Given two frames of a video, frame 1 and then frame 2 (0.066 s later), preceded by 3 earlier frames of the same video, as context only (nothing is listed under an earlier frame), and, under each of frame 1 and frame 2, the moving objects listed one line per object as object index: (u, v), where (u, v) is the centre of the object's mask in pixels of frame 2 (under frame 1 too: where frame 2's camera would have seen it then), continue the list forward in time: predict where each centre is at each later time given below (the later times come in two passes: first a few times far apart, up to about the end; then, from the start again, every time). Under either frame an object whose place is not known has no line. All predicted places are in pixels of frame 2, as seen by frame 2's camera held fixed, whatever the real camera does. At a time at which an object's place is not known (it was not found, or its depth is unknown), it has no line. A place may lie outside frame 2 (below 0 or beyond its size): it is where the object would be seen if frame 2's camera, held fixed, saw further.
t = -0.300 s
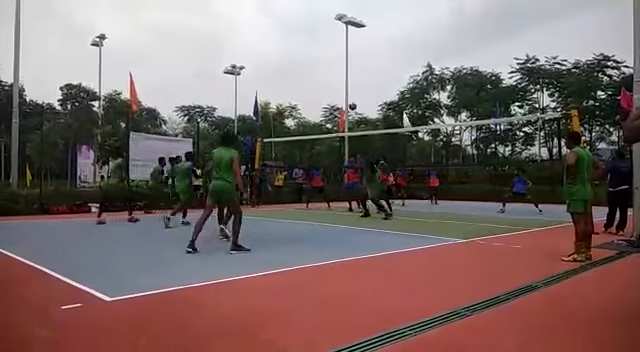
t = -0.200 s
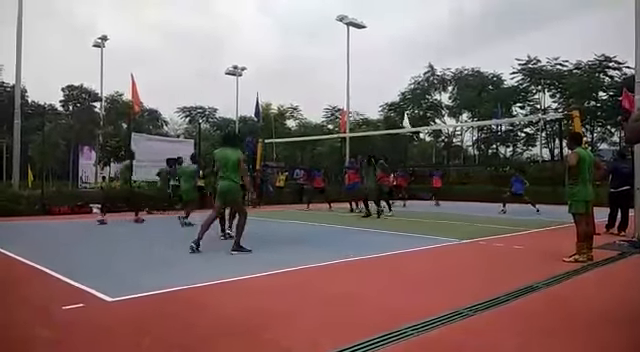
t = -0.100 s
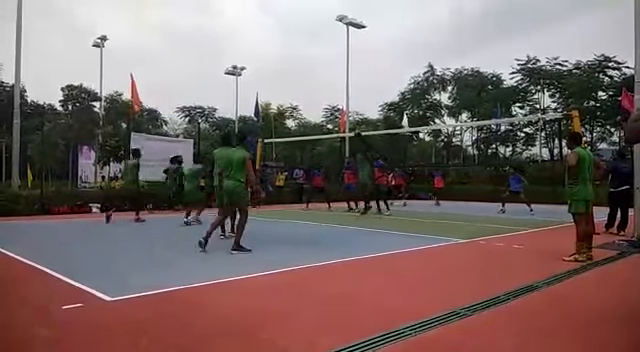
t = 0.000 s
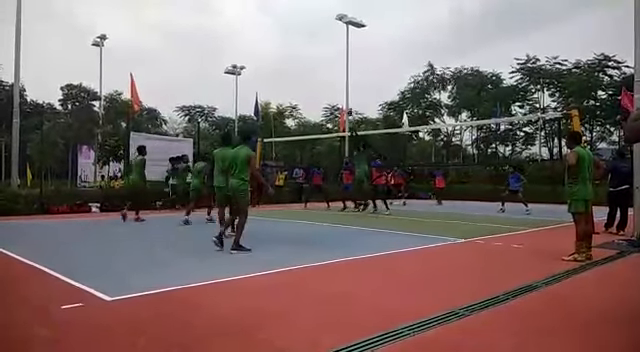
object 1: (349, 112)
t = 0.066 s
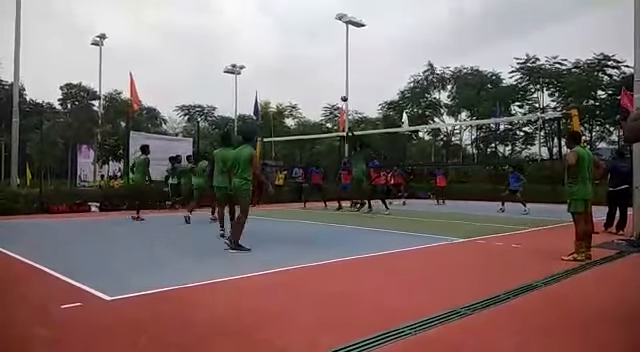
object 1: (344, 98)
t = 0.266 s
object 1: (329, 70)
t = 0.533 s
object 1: (312, 57)
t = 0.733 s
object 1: (299, 62)
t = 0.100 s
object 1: (341, 92)
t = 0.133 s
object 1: (339, 87)
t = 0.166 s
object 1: (336, 83)
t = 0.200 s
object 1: (334, 78)
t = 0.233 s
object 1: (332, 74)
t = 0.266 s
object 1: (329, 70)
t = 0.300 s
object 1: (327, 67)
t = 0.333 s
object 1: (324, 65)
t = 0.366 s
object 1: (322, 63)
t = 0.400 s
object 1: (320, 61)
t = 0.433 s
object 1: (318, 59)
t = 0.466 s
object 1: (315, 58)
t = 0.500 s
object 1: (314, 57)
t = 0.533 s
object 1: (312, 57)
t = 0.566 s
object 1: (310, 57)
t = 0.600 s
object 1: (307, 57)
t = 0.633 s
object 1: (305, 57)
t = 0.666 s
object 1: (303, 58)
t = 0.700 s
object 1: (301, 60)
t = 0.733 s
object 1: (299, 62)
